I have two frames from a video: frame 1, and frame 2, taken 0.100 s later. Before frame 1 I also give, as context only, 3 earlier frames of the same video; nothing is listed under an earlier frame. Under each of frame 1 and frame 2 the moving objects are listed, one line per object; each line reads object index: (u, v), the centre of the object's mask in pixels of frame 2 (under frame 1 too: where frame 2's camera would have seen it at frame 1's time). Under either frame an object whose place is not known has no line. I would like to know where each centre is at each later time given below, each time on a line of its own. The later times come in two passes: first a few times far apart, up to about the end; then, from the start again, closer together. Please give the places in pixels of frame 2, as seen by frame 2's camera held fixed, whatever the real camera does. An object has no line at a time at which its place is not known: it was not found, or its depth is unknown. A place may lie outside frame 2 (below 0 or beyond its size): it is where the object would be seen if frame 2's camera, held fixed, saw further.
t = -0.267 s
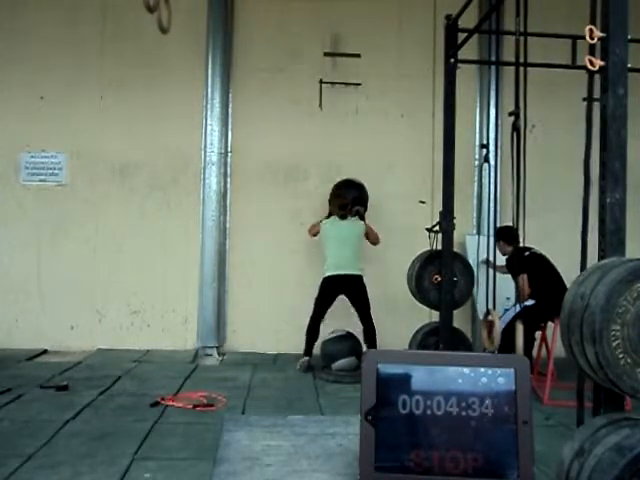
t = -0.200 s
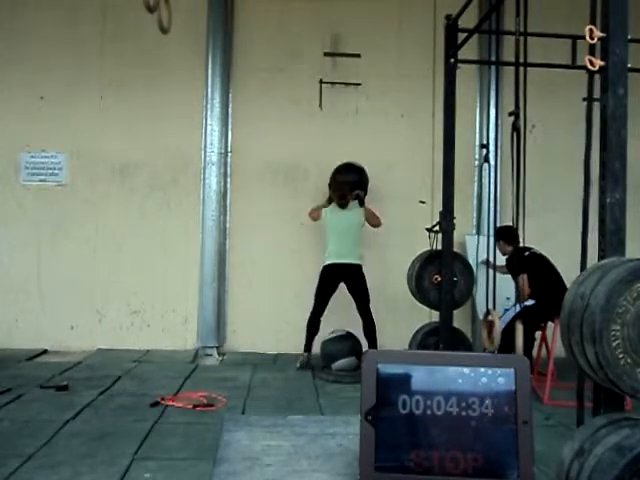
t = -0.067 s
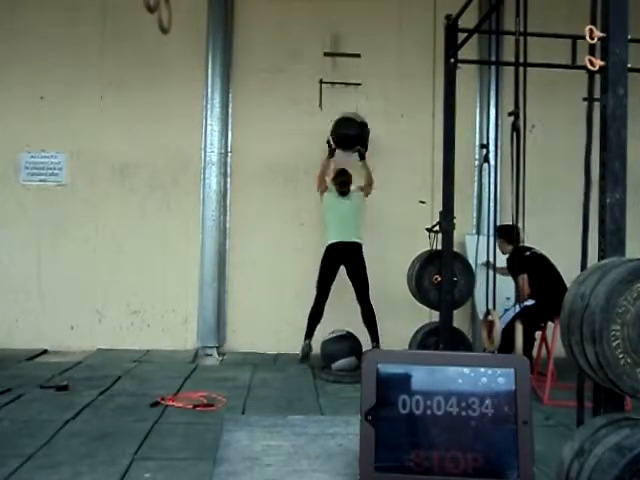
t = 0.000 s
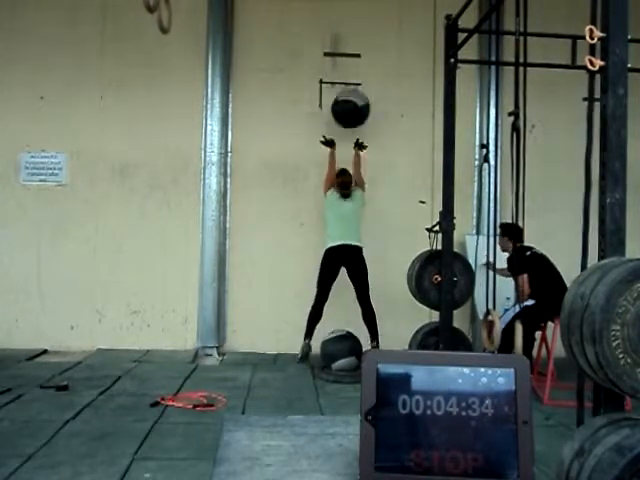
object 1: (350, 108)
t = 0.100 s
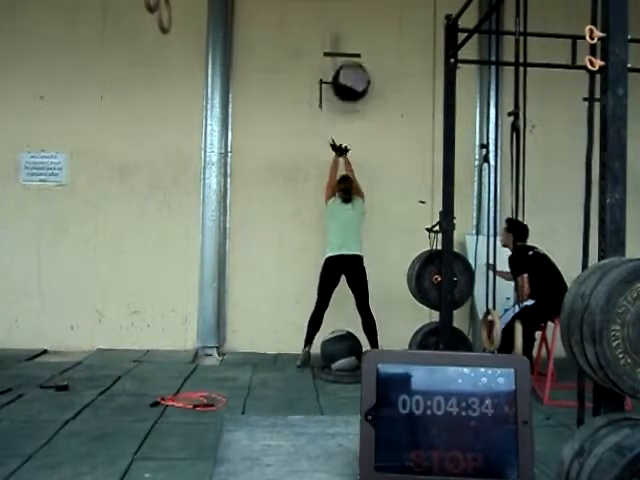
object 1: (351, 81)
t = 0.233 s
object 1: (351, 65)
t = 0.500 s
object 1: (351, 79)
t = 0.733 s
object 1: (351, 143)
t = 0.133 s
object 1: (351, 77)
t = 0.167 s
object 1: (351, 71)
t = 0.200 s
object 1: (351, 67)
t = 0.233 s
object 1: (351, 65)
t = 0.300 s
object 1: (351, 64)
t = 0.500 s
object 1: (351, 79)
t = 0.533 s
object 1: (351, 84)
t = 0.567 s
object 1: (351, 91)
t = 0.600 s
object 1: (352, 99)
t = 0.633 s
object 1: (352, 108)
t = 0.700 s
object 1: (352, 130)
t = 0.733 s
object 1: (351, 143)
